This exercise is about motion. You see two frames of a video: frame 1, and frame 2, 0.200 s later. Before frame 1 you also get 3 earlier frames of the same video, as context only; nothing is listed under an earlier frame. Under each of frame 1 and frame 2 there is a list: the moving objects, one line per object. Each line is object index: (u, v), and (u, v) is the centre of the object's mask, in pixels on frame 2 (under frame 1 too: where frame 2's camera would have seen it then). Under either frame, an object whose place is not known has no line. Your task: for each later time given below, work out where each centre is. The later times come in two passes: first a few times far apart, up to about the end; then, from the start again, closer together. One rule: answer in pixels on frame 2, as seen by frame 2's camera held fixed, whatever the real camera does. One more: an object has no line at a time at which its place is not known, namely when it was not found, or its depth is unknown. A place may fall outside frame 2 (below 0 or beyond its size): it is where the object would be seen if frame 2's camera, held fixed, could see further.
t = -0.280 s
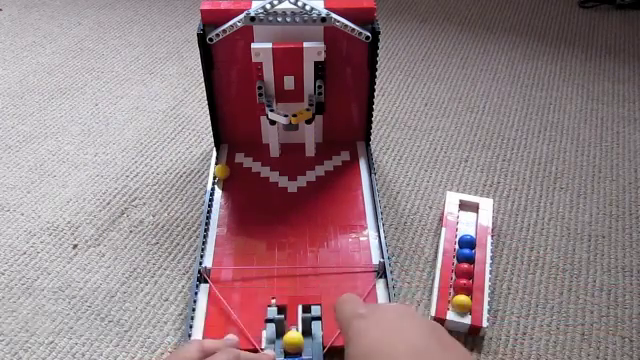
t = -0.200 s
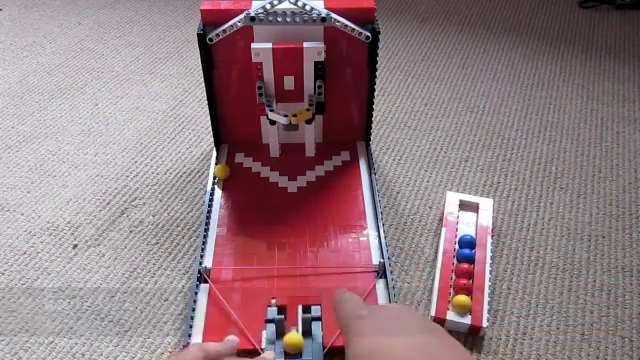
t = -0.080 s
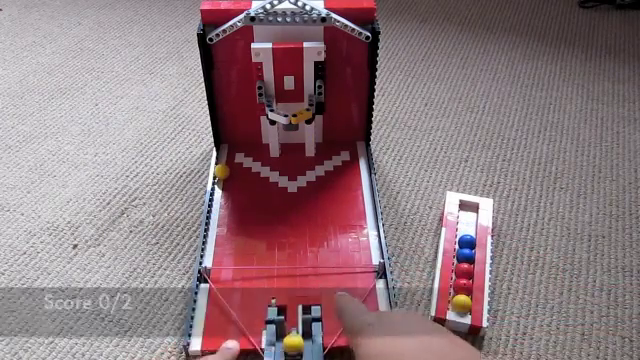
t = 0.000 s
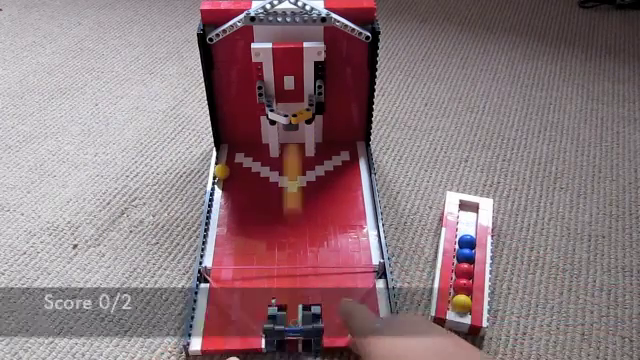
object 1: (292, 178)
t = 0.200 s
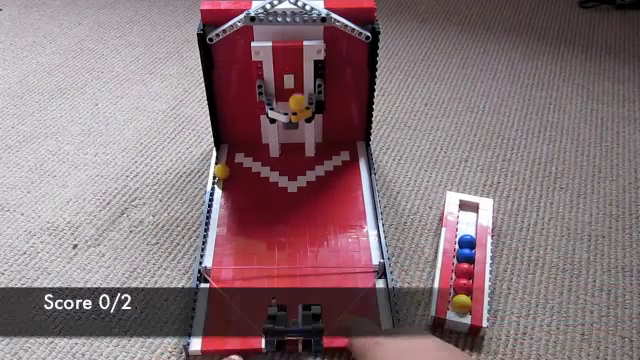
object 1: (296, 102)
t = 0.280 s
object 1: (299, 104)
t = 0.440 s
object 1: (311, 113)
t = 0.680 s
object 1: (339, 192)
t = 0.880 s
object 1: (356, 211)
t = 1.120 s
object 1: (369, 236)
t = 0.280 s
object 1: (299, 104)
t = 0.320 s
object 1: (303, 105)
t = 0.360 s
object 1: (305, 106)
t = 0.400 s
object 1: (308, 106)
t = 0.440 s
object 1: (311, 113)
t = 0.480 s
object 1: (317, 136)
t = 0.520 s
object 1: (320, 171)
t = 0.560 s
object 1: (326, 181)
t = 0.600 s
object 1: (330, 185)
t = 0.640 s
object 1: (334, 188)
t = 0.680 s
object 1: (339, 192)
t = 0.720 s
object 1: (343, 195)
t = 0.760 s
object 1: (346, 199)
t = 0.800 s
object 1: (350, 202)
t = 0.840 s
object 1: (353, 206)
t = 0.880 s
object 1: (356, 211)
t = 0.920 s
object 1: (359, 215)
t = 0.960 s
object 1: (361, 219)
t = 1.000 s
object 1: (364, 223)
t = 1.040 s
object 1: (365, 226)
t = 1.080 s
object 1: (368, 231)
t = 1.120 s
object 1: (369, 236)
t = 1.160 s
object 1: (370, 240)
